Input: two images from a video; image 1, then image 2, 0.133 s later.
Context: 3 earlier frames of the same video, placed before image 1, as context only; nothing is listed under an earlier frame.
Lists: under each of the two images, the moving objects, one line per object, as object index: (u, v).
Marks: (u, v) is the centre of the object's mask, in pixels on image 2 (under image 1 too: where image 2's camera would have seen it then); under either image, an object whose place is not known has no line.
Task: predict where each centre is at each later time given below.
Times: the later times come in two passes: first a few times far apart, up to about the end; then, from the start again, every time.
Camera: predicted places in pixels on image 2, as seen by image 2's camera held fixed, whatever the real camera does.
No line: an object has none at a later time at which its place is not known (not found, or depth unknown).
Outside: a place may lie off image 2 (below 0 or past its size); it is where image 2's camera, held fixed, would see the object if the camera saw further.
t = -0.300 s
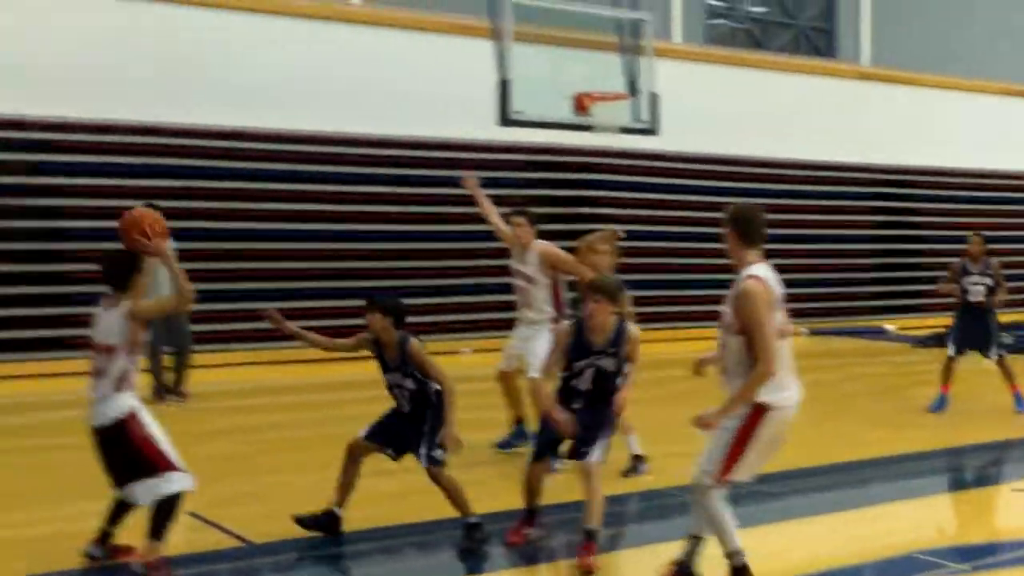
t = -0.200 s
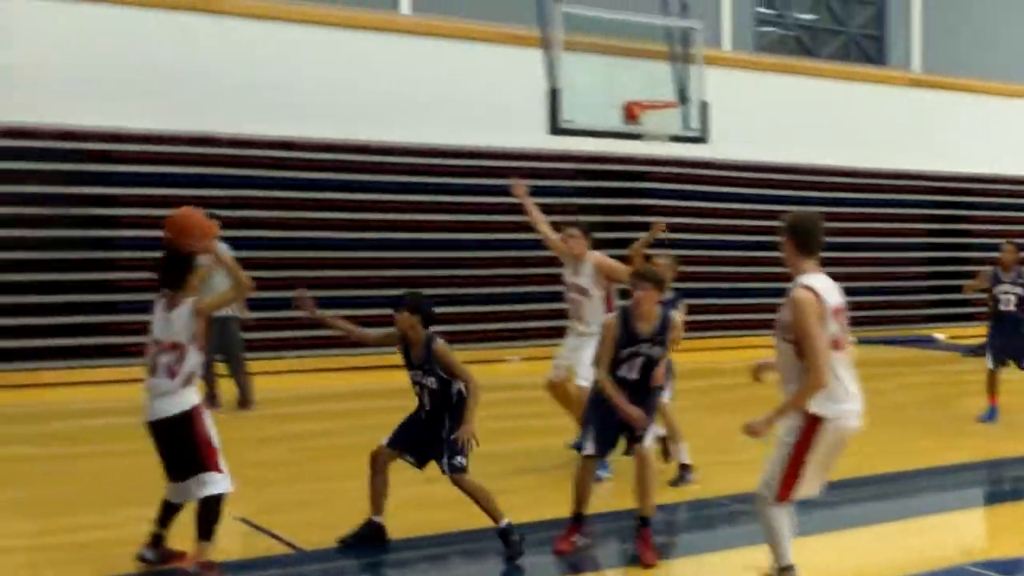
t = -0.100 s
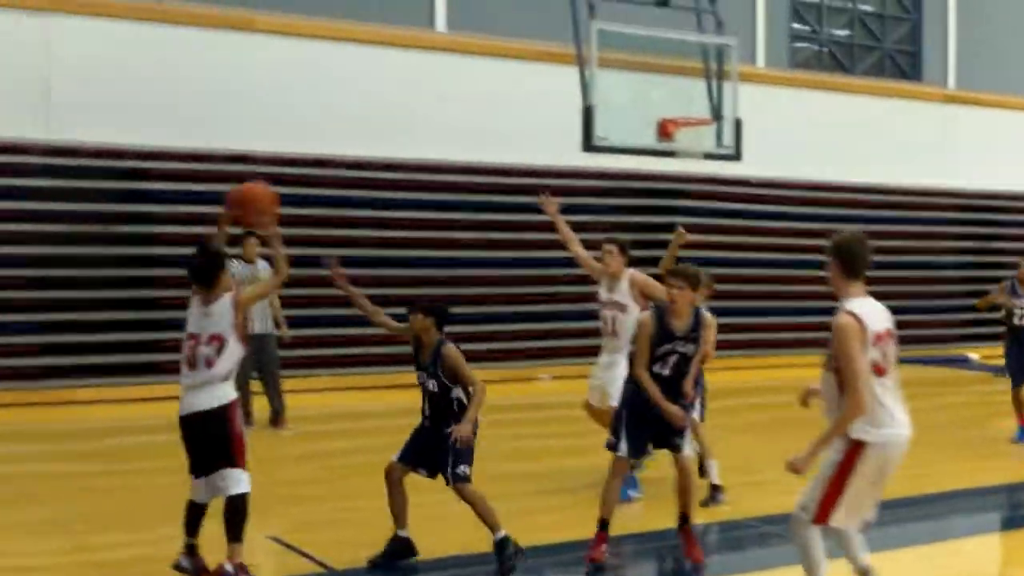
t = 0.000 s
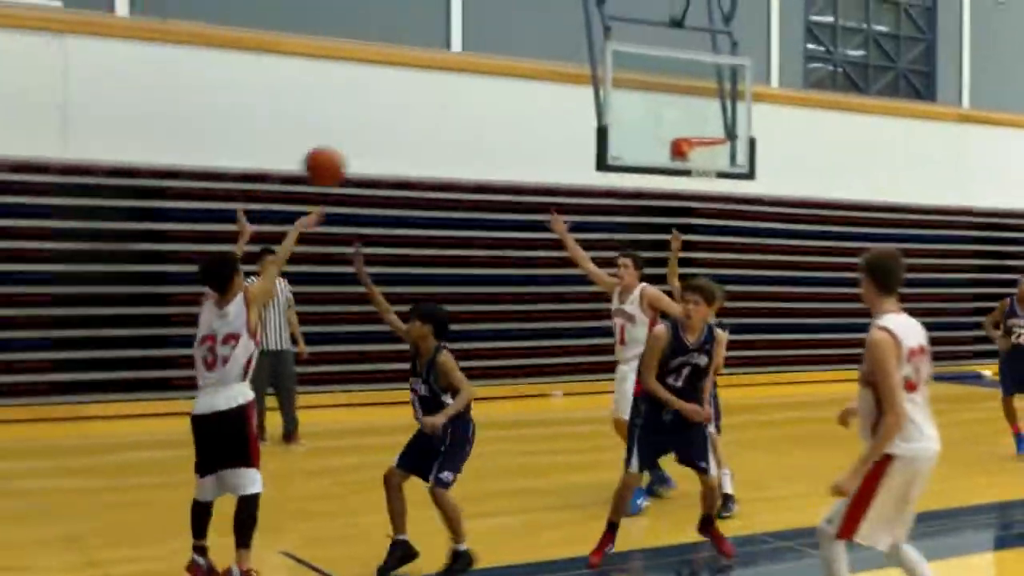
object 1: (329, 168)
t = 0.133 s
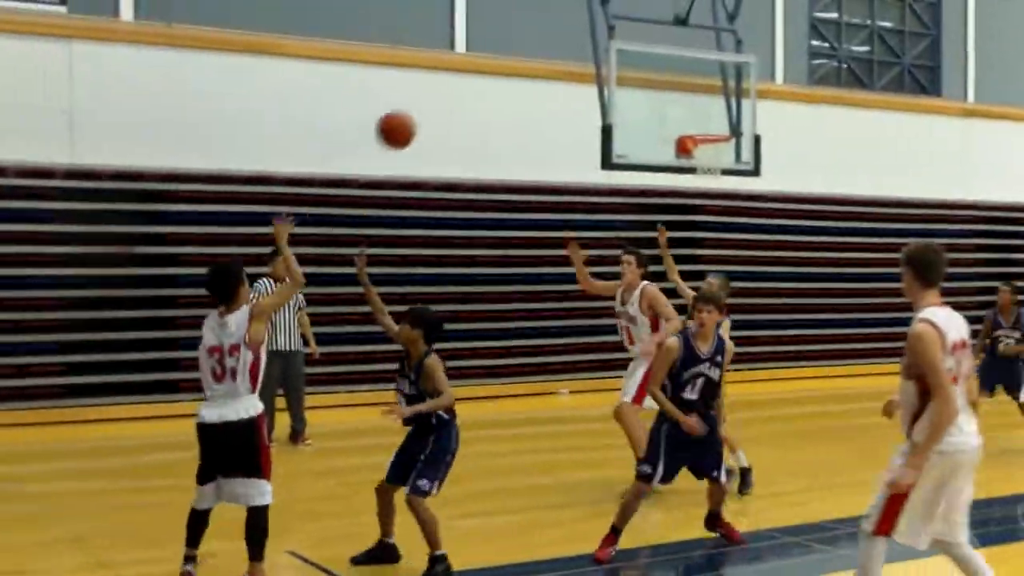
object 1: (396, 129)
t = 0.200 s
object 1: (425, 123)
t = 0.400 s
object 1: (499, 142)
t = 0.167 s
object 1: (411, 125)
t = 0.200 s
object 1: (425, 123)
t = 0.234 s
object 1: (439, 123)
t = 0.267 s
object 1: (452, 124)
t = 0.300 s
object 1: (464, 126)
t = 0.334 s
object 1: (476, 130)
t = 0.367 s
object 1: (488, 135)
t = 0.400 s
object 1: (499, 142)
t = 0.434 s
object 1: (509, 150)
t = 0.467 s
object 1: (520, 159)
